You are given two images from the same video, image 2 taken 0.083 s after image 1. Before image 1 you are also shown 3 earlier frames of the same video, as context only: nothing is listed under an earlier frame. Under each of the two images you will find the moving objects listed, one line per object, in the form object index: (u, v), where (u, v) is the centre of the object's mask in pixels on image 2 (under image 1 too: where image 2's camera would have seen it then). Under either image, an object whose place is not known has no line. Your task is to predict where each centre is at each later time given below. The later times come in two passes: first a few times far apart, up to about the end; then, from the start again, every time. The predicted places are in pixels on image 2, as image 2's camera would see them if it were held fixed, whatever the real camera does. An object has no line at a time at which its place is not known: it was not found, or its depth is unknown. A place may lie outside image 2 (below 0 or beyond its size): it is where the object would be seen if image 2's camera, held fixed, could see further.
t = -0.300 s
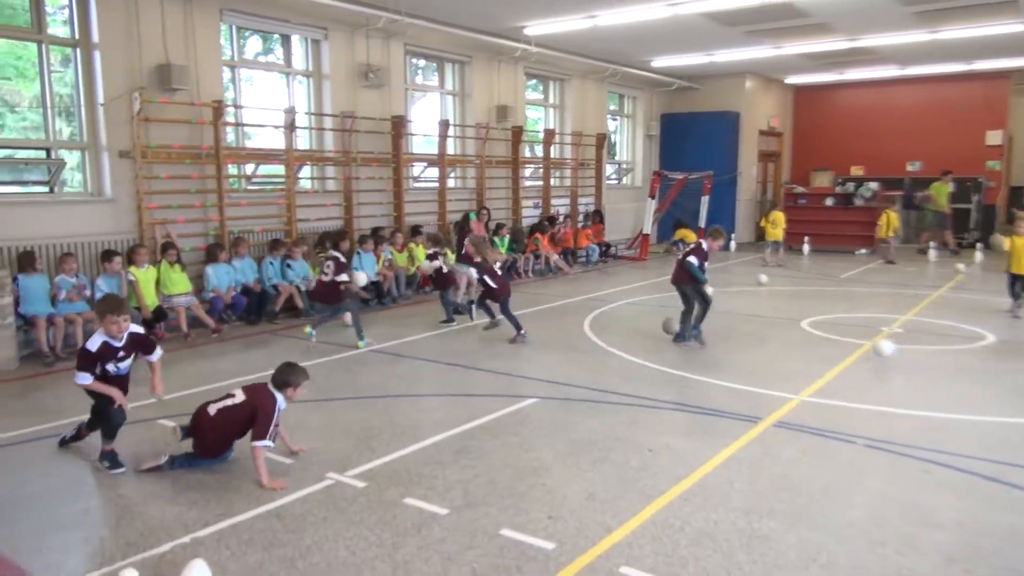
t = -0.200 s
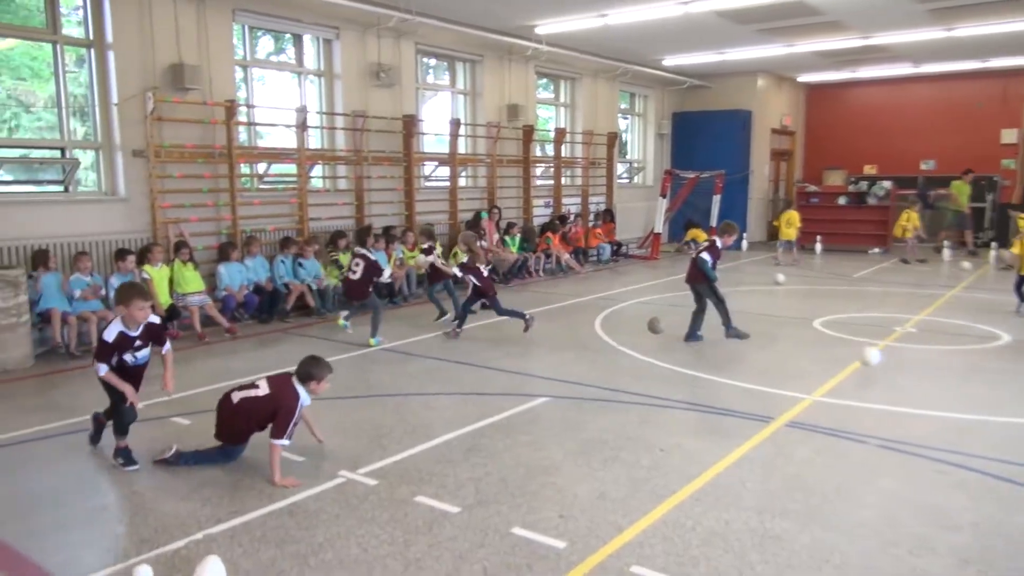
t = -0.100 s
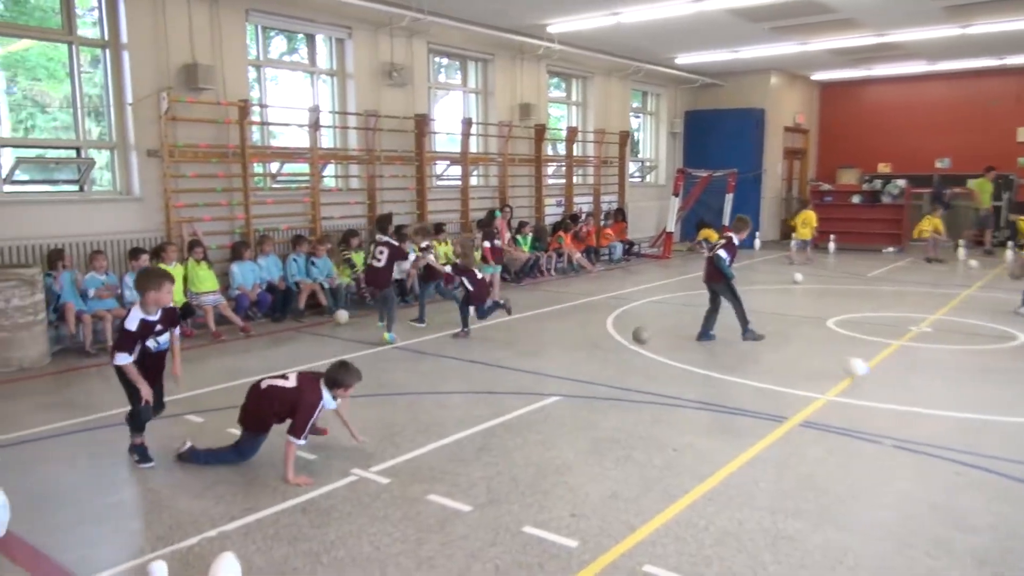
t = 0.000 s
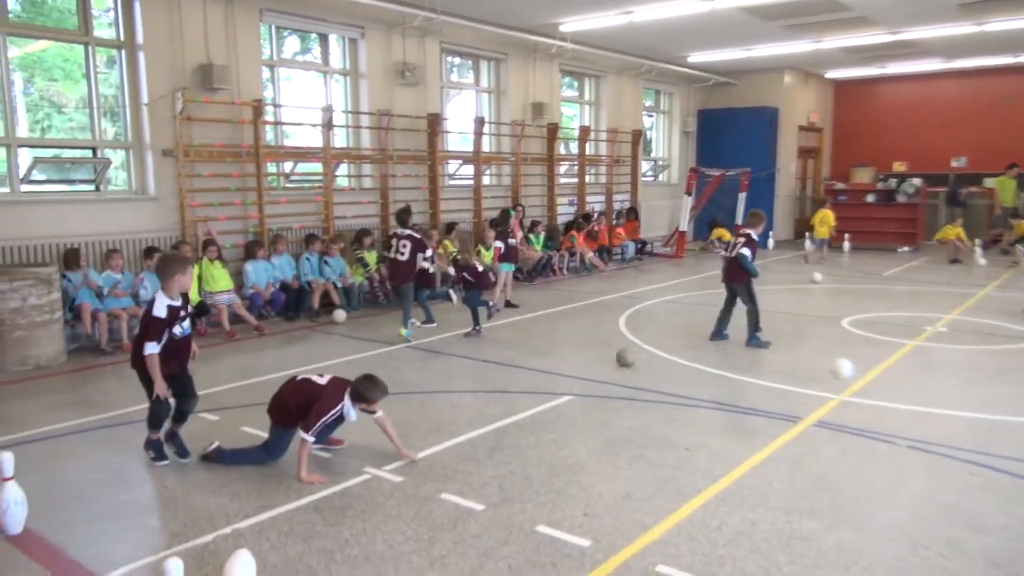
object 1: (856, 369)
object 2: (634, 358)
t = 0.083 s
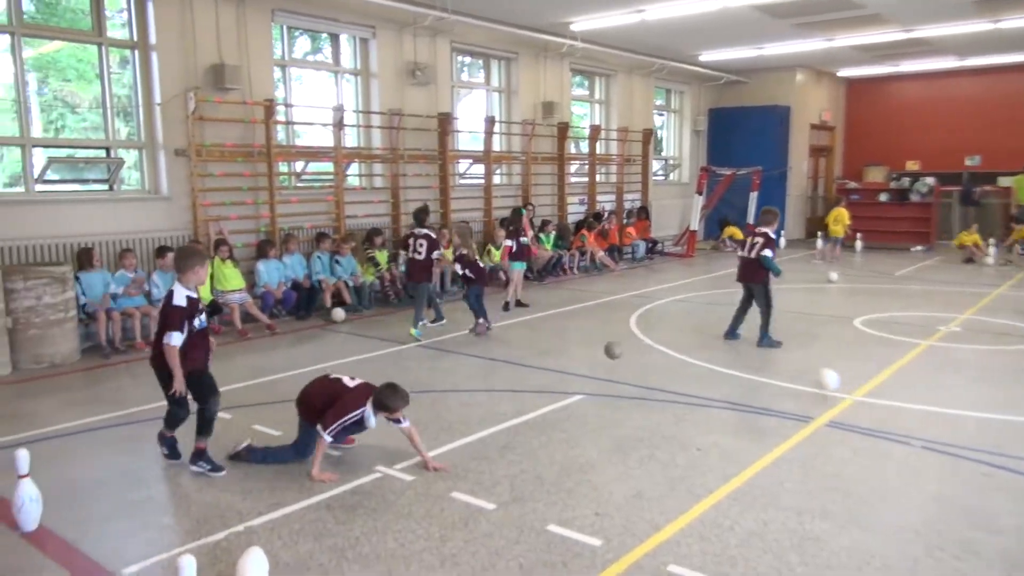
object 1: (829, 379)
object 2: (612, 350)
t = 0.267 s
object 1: (767, 390)
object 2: (560, 359)
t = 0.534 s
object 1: (666, 421)
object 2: (475, 374)
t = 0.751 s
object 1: (572, 444)
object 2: (402, 388)
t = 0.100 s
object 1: (823, 383)
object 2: (608, 349)
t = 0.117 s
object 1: (816, 387)
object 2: (604, 348)
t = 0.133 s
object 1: (811, 387)
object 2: (598, 348)
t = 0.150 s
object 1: (806, 386)
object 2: (592, 349)
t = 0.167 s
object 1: (801, 385)
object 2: (588, 350)
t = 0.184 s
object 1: (796, 385)
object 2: (583, 351)
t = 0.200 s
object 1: (790, 384)
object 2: (578, 352)
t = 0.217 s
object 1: (784, 385)
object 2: (573, 353)
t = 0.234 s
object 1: (779, 386)
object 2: (569, 355)
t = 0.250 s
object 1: (774, 387)
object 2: (564, 357)
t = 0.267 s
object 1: (767, 390)
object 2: (560, 359)
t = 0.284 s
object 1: (762, 392)
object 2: (554, 362)
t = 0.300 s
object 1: (755, 395)
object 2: (549, 365)
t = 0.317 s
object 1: (750, 398)
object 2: (544, 370)
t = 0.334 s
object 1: (742, 402)
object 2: (538, 373)
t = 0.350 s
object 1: (735, 406)
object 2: (533, 372)
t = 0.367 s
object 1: (731, 406)
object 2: (528, 370)
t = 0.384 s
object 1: (725, 406)
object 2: (522, 369)
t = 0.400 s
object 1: (719, 405)
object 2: (518, 368)
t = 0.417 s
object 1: (713, 405)
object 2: (513, 367)
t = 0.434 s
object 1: (706, 406)
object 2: (508, 367)
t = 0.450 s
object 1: (700, 408)
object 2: (503, 367)
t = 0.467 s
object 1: (694, 409)
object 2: (498, 368)
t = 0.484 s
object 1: (687, 411)
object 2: (492, 369)
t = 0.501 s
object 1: (680, 415)
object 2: (487, 370)
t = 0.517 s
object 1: (673, 418)
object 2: (480, 372)
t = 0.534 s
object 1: (666, 421)
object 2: (475, 374)
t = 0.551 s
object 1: (659, 424)
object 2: (470, 377)
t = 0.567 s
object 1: (653, 424)
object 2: (465, 380)
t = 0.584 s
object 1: (646, 423)
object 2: (459, 382)
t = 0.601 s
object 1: (639, 424)
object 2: (454, 385)
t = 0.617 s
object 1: (632, 425)
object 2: (448, 385)
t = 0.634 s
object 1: (625, 425)
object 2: (443, 383)
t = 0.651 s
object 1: (617, 428)
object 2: (438, 382)
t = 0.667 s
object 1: (609, 430)
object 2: (432, 383)
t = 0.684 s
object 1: (602, 433)
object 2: (426, 383)
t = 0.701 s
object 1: (595, 437)
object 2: (419, 383)
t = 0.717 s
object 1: (587, 441)
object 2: (414, 384)
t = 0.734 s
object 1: (579, 444)
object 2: (408, 386)
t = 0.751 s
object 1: (572, 444)
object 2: (402, 388)
